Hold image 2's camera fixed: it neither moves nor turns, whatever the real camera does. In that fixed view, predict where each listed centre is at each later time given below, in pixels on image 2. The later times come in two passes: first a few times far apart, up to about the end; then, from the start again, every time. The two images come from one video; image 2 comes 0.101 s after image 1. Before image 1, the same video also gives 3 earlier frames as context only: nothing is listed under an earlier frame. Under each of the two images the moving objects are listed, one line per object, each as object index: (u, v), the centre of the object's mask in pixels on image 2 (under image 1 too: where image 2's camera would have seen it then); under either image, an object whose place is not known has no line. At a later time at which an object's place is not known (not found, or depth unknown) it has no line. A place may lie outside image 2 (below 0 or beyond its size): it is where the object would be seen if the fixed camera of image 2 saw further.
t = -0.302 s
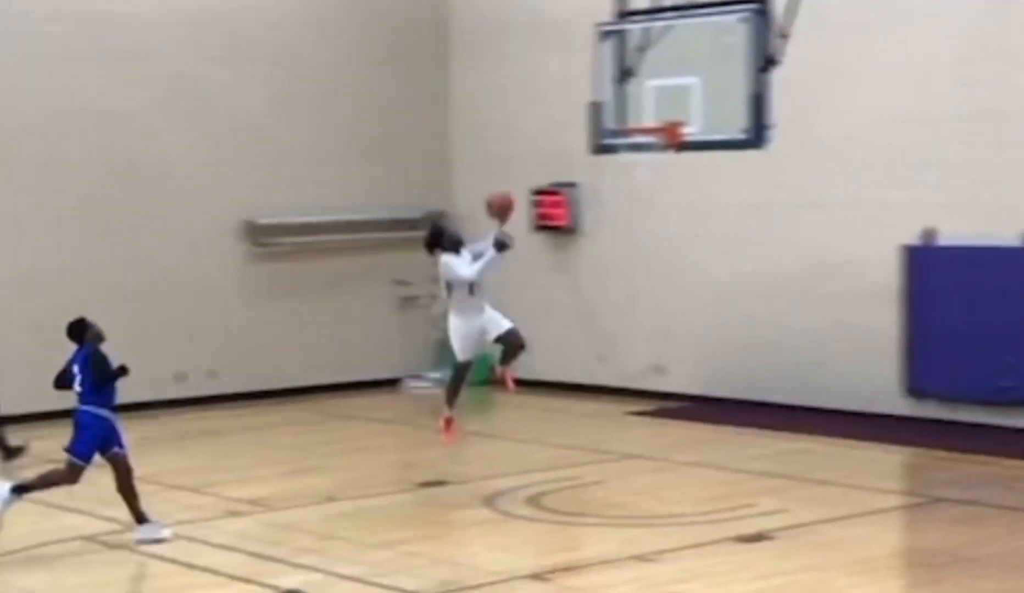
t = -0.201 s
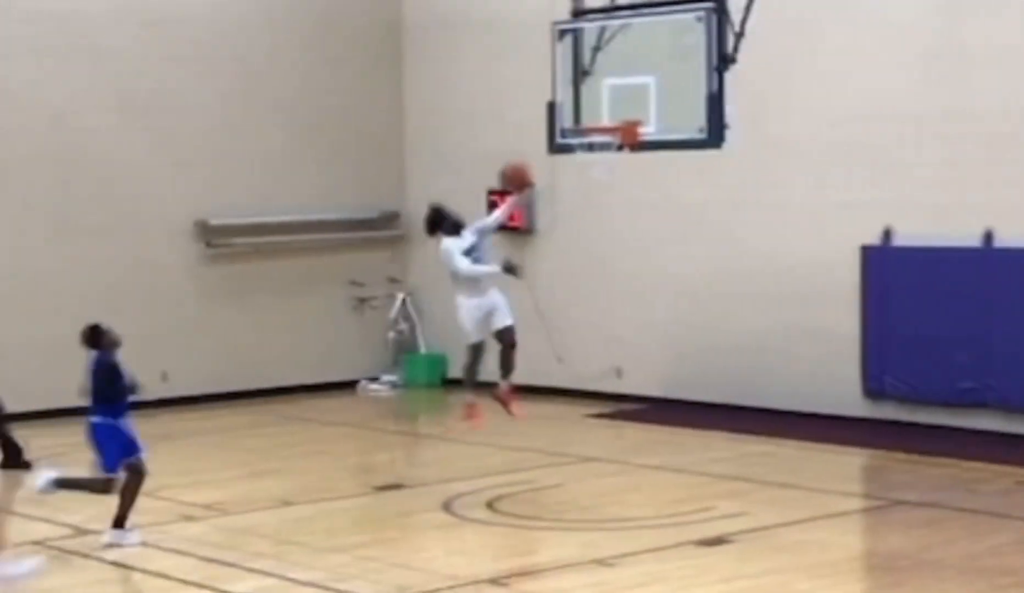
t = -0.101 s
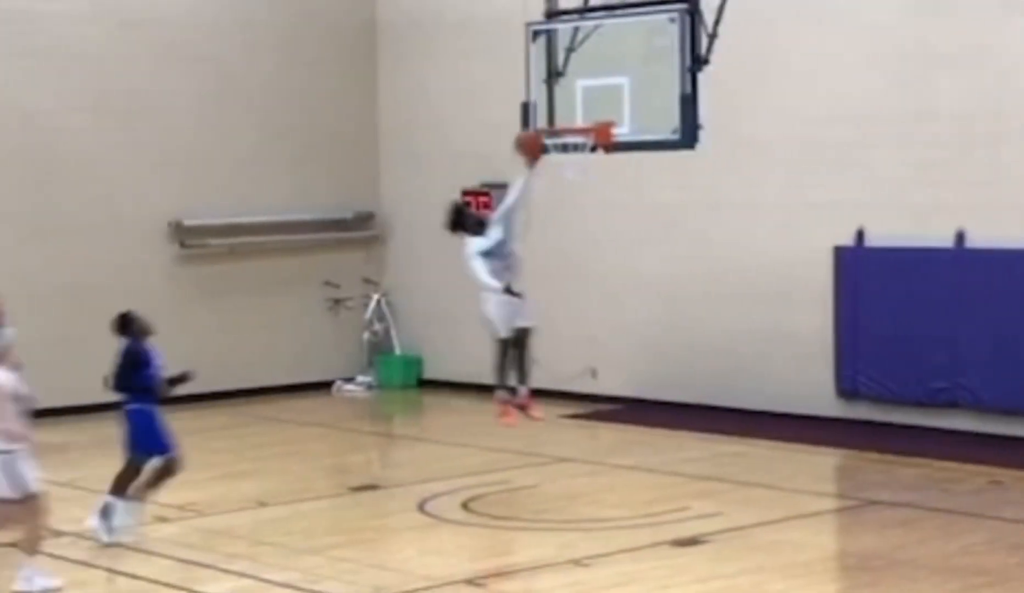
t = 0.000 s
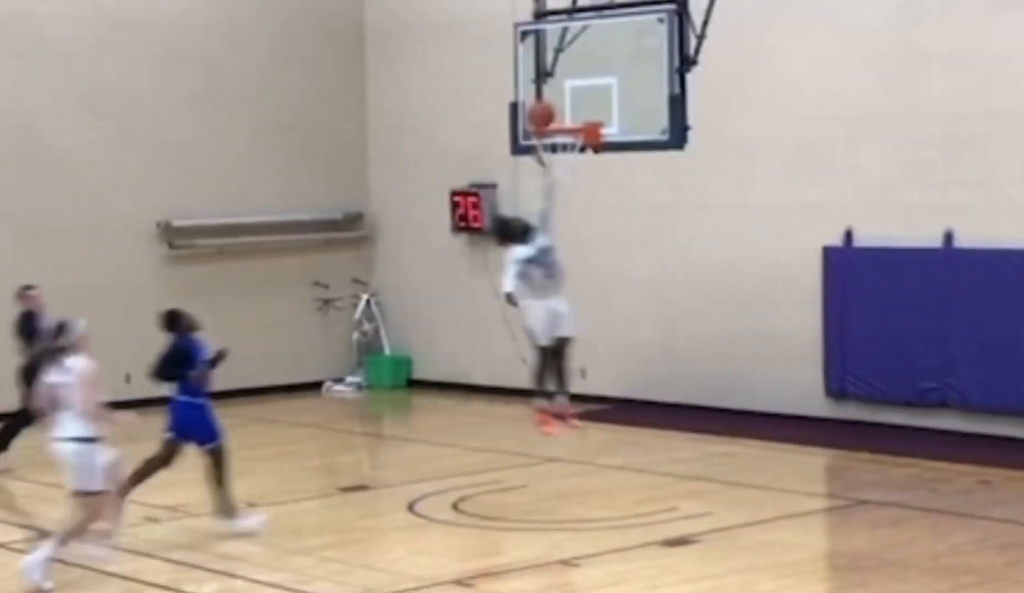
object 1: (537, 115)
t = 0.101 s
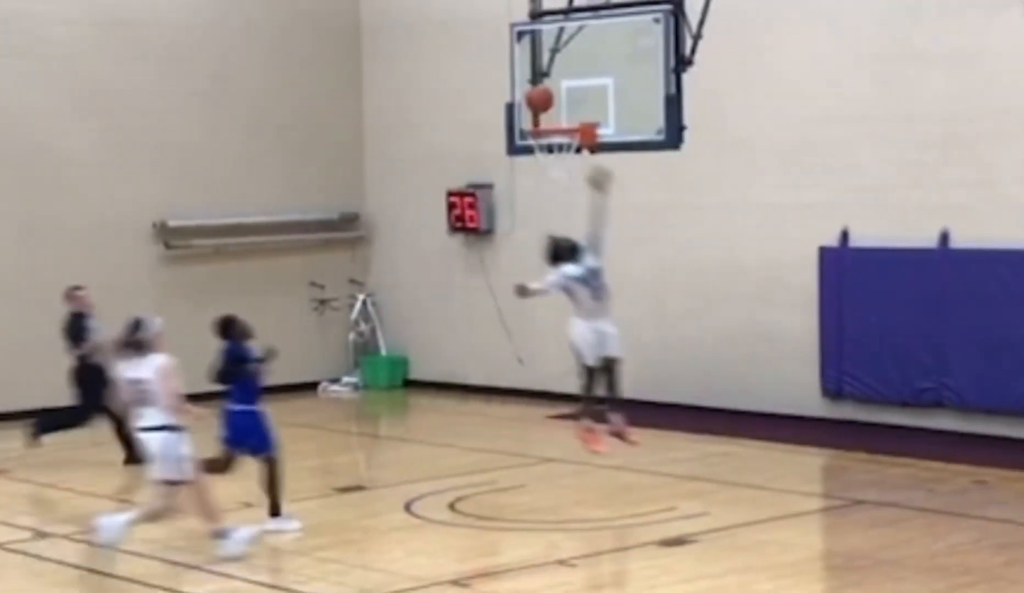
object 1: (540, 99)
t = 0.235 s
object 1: (538, 96)
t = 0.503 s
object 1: (552, 141)
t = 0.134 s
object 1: (539, 97)
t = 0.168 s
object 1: (539, 96)
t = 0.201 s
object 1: (539, 96)
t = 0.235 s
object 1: (538, 96)
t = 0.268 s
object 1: (538, 99)
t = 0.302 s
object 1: (538, 103)
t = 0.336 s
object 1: (537, 109)
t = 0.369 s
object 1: (537, 114)
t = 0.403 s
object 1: (537, 123)
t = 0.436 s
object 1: (541, 127)
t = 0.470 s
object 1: (549, 132)
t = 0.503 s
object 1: (552, 141)
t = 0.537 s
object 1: (557, 150)
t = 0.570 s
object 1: (563, 161)
